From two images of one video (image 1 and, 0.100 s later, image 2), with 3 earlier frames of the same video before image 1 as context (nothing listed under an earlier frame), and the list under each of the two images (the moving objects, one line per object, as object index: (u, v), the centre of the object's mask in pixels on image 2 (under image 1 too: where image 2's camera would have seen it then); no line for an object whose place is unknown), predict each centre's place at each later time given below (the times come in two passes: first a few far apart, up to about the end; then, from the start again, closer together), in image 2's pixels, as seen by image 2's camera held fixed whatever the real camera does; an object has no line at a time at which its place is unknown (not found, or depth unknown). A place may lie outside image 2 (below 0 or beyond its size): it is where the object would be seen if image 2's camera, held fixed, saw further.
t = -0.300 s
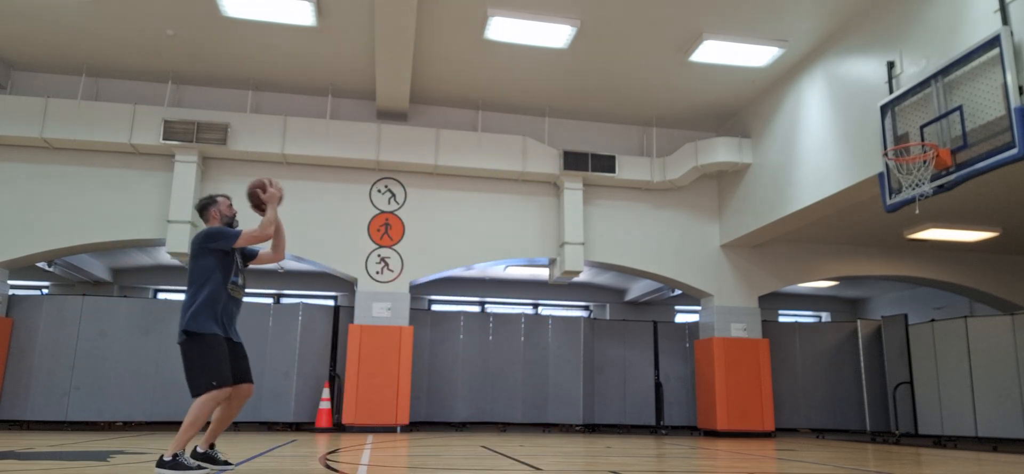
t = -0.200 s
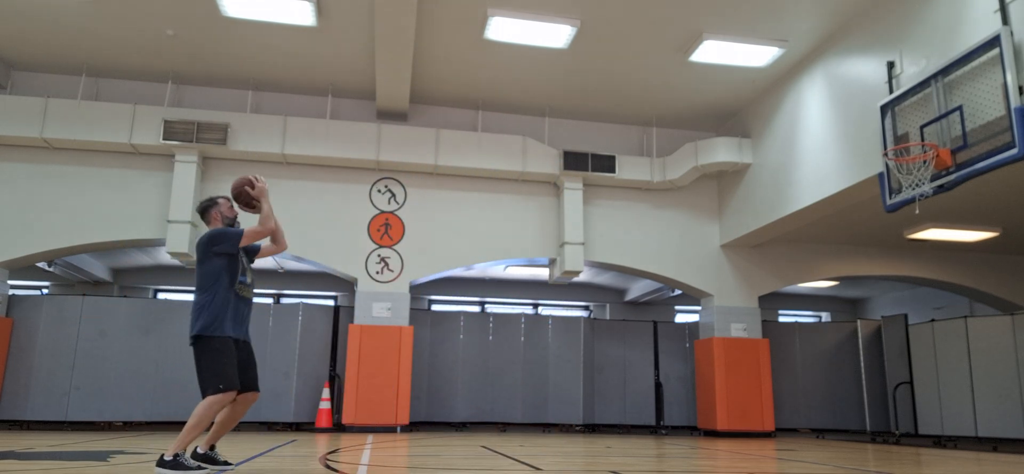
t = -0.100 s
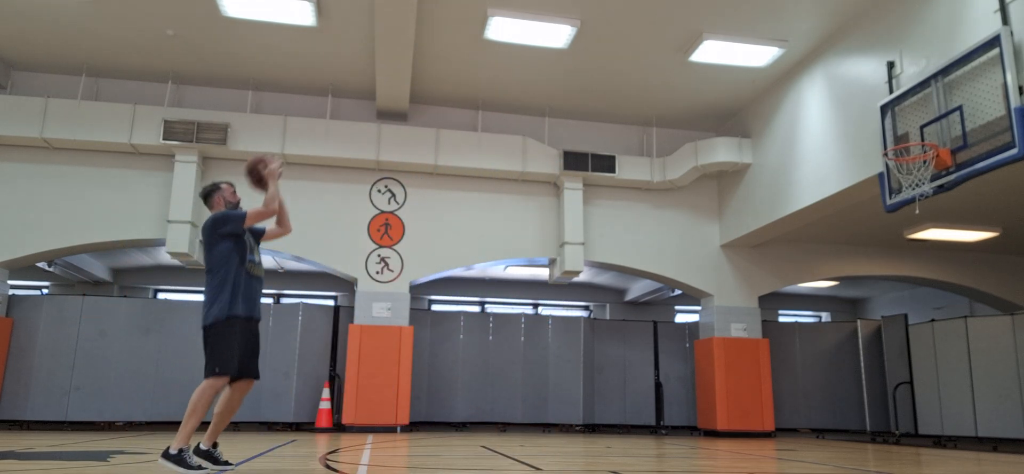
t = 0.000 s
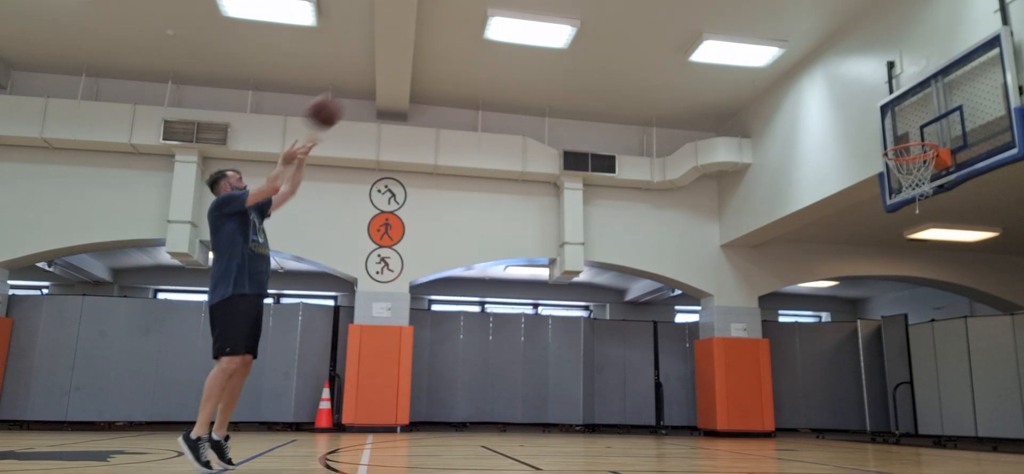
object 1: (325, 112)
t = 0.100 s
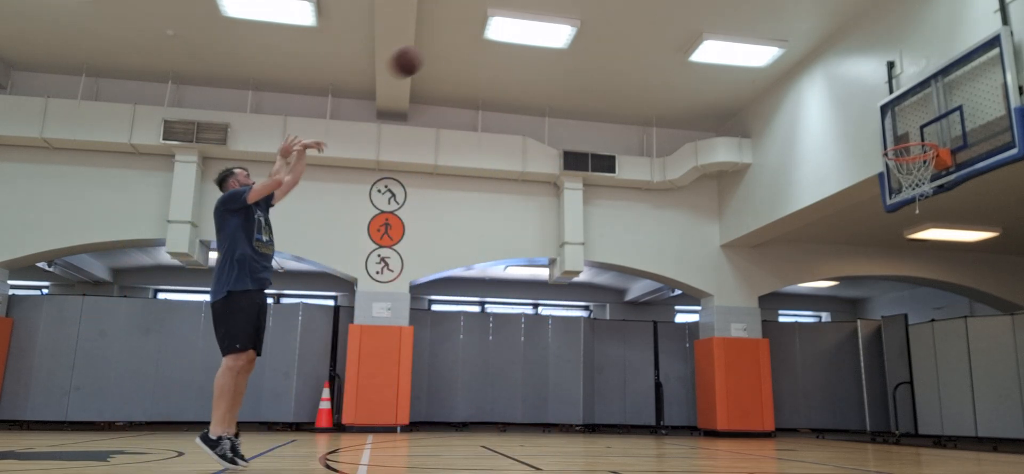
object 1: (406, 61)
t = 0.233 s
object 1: (498, 18)
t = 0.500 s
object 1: (651, 5)
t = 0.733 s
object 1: (765, 35)
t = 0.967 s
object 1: (869, 113)
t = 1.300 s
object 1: (950, 245)
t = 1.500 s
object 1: (985, 357)
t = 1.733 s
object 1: (997, 387)
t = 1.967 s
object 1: (973, 291)
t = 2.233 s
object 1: (953, 256)
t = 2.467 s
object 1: (942, 293)
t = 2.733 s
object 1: (938, 428)
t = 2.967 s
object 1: (919, 371)
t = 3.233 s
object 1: (901, 326)
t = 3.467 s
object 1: (891, 371)
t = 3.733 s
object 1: (883, 425)
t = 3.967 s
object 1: (867, 378)
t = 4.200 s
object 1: (859, 425)
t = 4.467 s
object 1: (845, 419)
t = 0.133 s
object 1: (430, 49)
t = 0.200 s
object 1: (475, 28)
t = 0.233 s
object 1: (498, 18)
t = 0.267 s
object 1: (520, 11)
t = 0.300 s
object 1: (540, 8)
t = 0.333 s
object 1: (560, 7)
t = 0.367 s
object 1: (579, 5)
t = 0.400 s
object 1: (598, 5)
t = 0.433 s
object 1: (616, 4)
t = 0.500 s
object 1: (651, 5)
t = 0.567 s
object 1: (686, 8)
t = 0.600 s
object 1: (702, 10)
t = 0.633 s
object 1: (718, 14)
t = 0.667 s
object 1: (734, 20)
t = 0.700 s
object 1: (749, 27)
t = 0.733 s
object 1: (765, 35)
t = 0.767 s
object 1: (781, 44)
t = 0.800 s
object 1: (795, 54)
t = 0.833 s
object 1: (809, 63)
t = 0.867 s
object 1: (826, 75)
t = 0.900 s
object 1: (840, 87)
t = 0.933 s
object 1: (855, 100)
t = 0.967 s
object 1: (869, 113)
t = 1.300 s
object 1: (950, 245)
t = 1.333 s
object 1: (954, 258)
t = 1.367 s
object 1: (960, 275)
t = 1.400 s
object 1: (966, 294)
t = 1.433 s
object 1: (971, 312)
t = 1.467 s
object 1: (979, 335)
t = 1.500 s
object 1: (985, 357)
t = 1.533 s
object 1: (992, 381)
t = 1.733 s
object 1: (997, 387)
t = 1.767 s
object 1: (994, 370)
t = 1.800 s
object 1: (990, 354)
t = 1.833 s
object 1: (986, 339)
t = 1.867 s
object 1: (982, 324)
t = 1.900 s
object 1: (980, 312)
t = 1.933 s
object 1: (977, 301)
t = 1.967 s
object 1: (973, 291)
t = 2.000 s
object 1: (971, 282)
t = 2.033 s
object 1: (968, 275)
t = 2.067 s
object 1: (965, 269)
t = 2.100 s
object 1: (963, 264)
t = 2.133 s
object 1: (960, 260)
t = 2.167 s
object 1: (958, 257)
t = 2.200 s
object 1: (956, 256)
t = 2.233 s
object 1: (953, 256)
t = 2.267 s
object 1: (952, 257)
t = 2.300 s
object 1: (949, 260)
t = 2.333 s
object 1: (948, 264)
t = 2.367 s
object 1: (946, 269)
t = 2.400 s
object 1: (945, 275)
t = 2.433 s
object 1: (943, 284)
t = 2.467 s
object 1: (942, 293)
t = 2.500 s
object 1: (941, 304)
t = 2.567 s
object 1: (939, 331)
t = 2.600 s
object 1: (939, 346)
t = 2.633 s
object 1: (938, 364)
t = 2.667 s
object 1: (938, 383)
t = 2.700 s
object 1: (938, 405)
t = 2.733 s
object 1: (938, 428)
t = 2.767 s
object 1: (938, 450)
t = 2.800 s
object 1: (936, 450)
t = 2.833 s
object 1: (932, 431)
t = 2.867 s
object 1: (928, 412)
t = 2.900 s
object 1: (925, 397)
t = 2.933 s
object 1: (922, 383)
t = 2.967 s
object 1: (919, 371)
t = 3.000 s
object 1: (916, 359)
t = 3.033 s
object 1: (914, 350)
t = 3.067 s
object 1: (911, 342)
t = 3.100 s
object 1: (908, 336)
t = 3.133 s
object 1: (906, 331)
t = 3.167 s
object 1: (904, 328)
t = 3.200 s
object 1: (902, 326)
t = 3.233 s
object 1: (901, 326)
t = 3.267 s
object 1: (899, 327)
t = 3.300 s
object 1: (897, 330)
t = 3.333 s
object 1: (896, 335)
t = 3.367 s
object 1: (895, 341)
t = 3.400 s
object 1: (893, 350)
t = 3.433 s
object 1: (892, 359)
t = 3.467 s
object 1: (891, 371)
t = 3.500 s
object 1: (891, 384)
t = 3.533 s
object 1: (890, 400)
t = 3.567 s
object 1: (890, 418)
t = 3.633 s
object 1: (891, 456)
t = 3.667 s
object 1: (889, 454)
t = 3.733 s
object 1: (883, 425)
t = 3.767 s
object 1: (880, 414)
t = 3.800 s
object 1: (877, 403)
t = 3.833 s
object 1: (875, 394)
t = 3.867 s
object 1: (873, 387)
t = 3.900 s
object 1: (871, 382)
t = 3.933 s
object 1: (869, 380)
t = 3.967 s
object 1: (867, 378)
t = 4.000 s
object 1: (866, 378)
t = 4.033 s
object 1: (864, 381)
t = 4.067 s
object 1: (863, 385)
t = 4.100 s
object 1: (862, 392)
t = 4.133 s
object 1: (861, 400)
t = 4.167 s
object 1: (860, 412)
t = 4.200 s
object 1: (859, 425)
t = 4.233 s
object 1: (859, 440)
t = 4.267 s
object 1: (858, 455)
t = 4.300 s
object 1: (857, 463)
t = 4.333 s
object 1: (855, 454)
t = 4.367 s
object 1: (852, 444)
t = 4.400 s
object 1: (850, 434)
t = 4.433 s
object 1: (848, 425)
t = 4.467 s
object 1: (845, 419)
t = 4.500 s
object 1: (844, 414)
